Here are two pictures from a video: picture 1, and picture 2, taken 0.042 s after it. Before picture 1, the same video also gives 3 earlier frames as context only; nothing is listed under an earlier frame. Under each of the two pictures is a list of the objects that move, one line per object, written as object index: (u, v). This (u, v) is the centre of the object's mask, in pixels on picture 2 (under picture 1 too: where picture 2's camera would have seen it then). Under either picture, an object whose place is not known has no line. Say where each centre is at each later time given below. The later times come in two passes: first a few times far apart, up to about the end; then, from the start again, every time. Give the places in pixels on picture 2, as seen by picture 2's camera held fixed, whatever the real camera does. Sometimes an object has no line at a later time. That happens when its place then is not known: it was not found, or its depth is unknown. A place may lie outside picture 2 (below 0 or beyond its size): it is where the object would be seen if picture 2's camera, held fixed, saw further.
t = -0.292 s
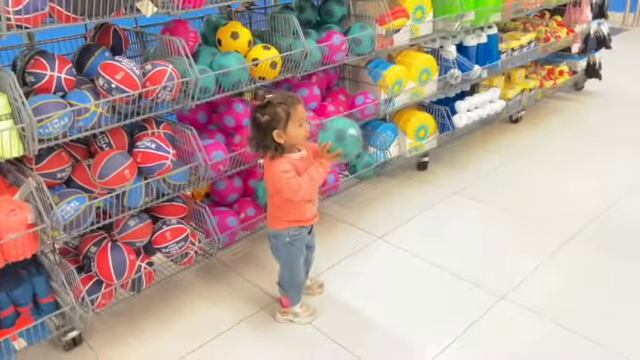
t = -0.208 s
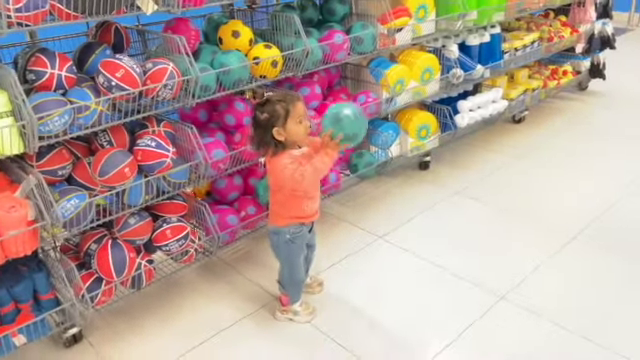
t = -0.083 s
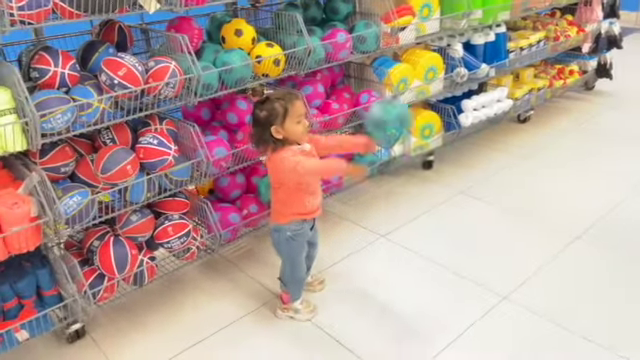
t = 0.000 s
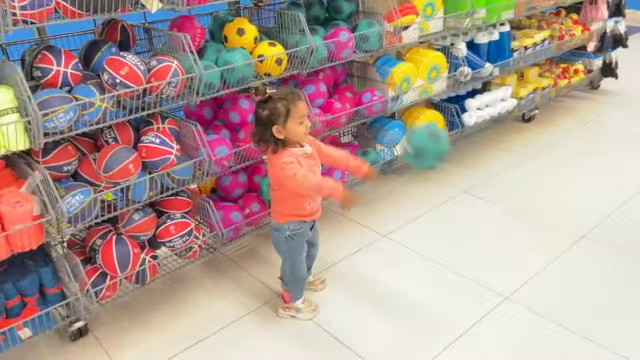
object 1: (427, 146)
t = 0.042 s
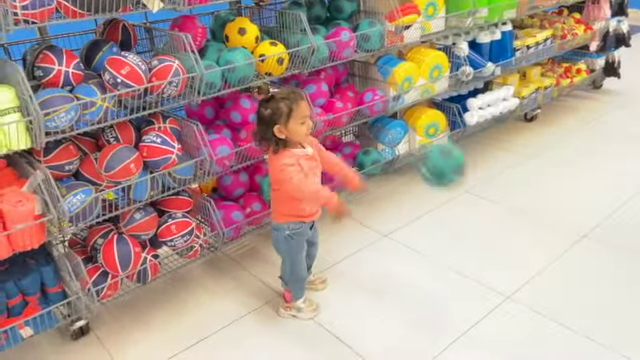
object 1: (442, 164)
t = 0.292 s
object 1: (520, 284)
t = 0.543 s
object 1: (567, 187)
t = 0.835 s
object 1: (587, 281)
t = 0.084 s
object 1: (458, 188)
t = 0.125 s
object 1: (472, 216)
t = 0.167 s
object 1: (487, 247)
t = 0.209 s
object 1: (500, 281)
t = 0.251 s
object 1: (511, 314)
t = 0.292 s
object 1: (520, 284)
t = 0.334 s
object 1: (528, 258)
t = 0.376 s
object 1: (537, 236)
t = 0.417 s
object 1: (545, 218)
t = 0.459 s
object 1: (553, 203)
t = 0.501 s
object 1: (560, 193)
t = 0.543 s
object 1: (567, 187)
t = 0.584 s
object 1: (573, 186)
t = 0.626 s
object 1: (577, 190)
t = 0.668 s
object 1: (581, 200)
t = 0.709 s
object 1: (584, 214)
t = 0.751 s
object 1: (586, 231)
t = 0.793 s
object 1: (586, 254)
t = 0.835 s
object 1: (587, 281)
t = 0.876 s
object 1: (586, 309)
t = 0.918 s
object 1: (588, 315)
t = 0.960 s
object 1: (593, 291)
